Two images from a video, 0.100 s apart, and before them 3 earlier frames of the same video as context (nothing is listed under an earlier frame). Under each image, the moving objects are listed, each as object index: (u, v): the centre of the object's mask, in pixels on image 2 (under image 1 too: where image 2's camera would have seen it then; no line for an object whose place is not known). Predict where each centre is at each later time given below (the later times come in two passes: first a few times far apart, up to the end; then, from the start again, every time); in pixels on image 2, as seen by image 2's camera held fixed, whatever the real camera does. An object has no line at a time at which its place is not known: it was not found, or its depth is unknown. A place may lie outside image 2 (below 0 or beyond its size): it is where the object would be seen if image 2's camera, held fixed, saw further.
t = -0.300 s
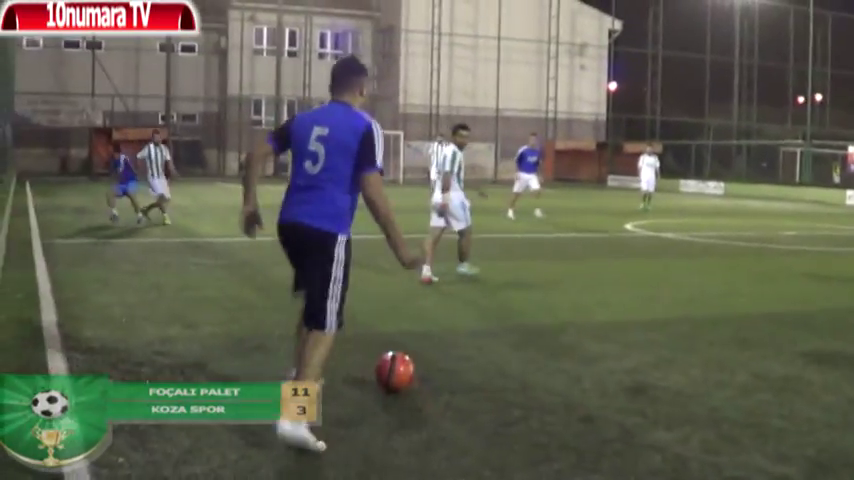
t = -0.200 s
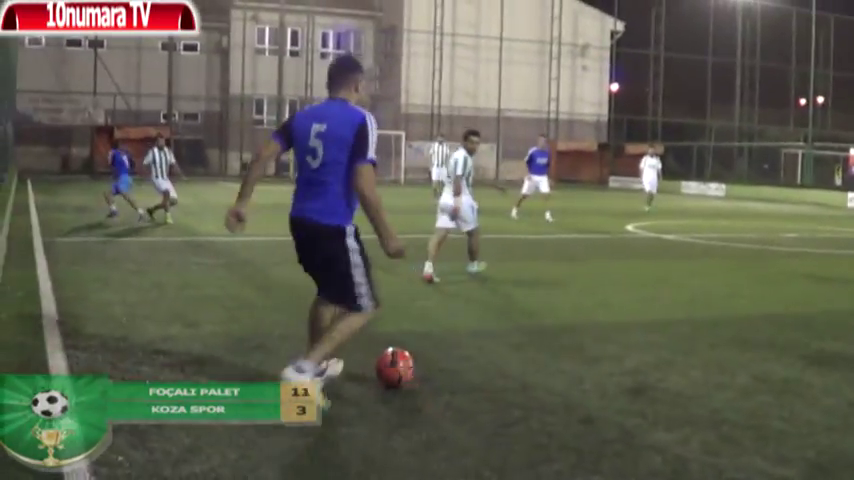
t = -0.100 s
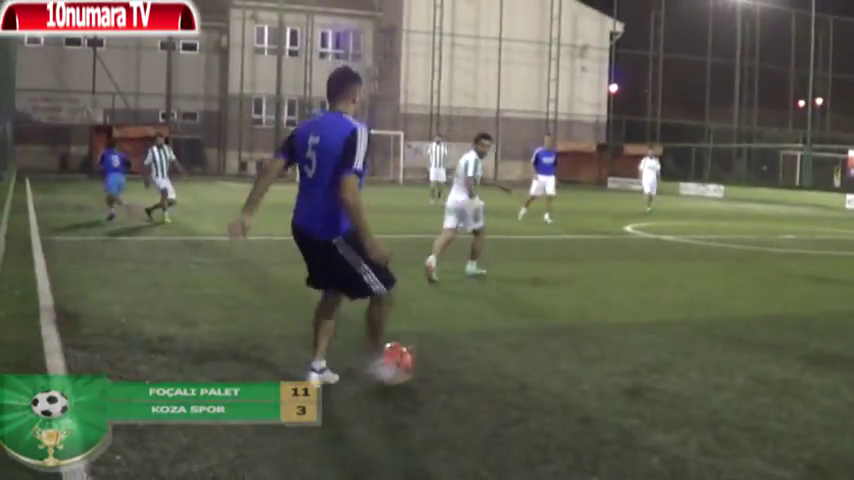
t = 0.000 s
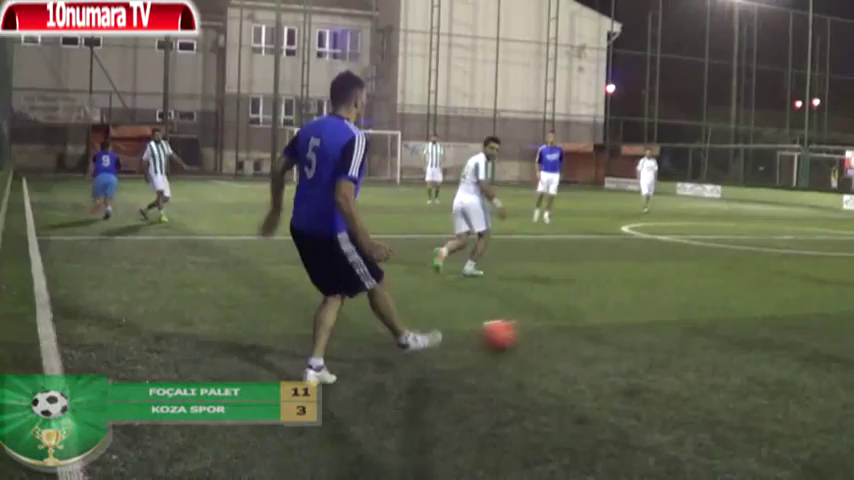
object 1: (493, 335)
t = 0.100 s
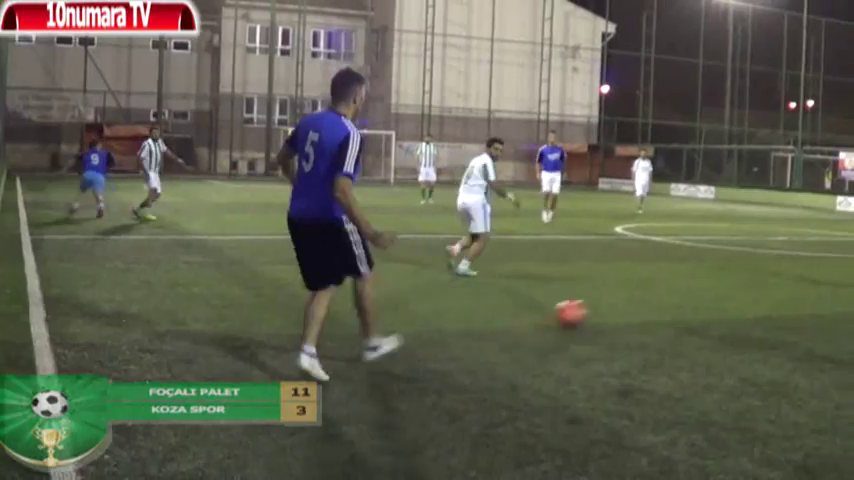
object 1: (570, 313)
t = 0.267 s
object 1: (656, 293)
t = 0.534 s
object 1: (735, 274)
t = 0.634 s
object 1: (754, 266)
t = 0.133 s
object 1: (589, 310)
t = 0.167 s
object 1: (610, 306)
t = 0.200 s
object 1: (626, 303)
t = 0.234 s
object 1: (642, 297)
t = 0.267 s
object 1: (656, 293)
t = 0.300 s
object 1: (670, 290)
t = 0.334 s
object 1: (681, 288)
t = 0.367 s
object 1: (692, 285)
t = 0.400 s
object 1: (702, 281)
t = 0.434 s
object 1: (711, 278)
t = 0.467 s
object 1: (719, 276)
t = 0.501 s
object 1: (728, 275)
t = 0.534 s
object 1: (735, 274)
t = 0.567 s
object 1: (742, 270)
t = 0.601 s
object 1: (748, 268)
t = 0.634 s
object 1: (754, 266)
